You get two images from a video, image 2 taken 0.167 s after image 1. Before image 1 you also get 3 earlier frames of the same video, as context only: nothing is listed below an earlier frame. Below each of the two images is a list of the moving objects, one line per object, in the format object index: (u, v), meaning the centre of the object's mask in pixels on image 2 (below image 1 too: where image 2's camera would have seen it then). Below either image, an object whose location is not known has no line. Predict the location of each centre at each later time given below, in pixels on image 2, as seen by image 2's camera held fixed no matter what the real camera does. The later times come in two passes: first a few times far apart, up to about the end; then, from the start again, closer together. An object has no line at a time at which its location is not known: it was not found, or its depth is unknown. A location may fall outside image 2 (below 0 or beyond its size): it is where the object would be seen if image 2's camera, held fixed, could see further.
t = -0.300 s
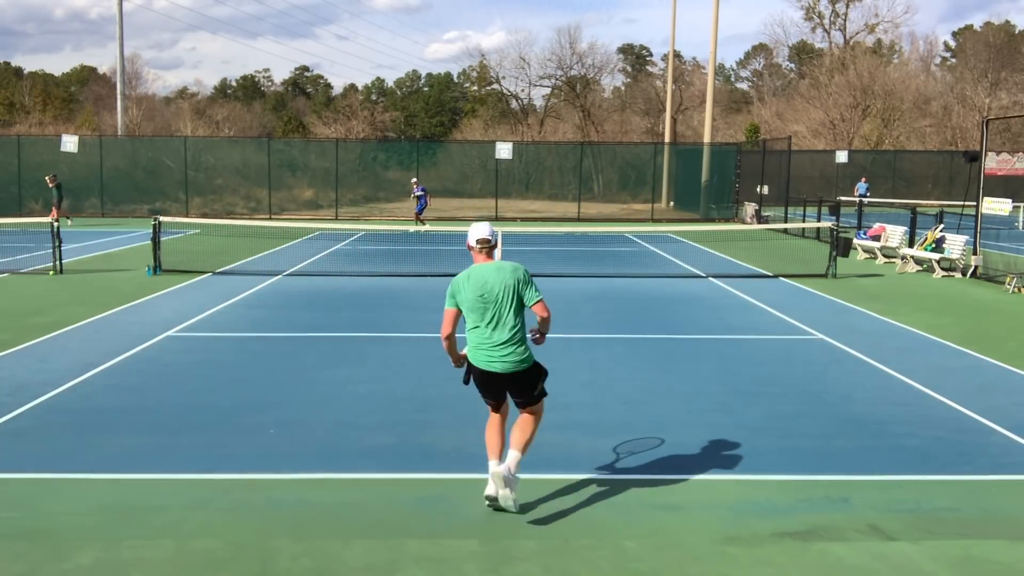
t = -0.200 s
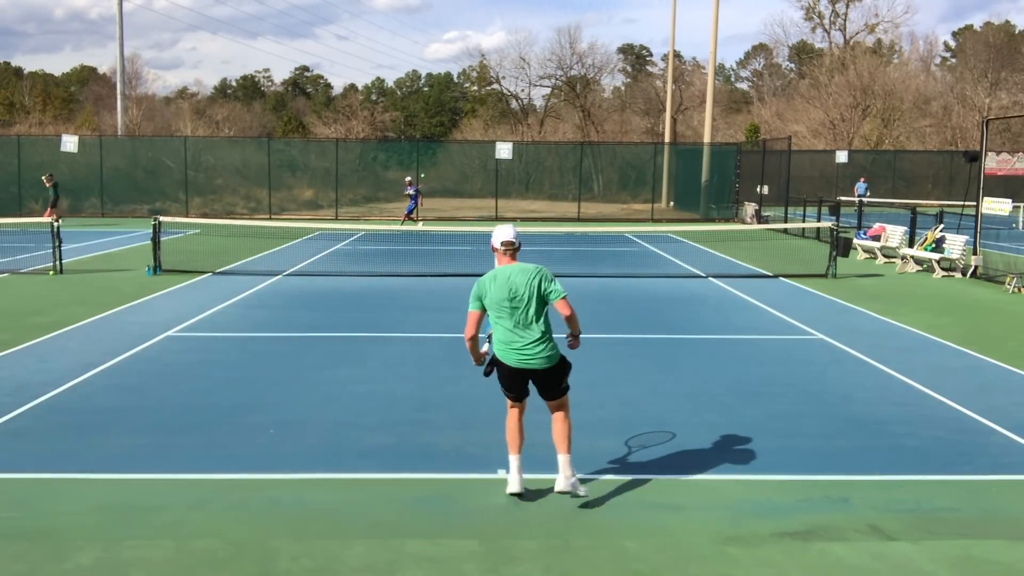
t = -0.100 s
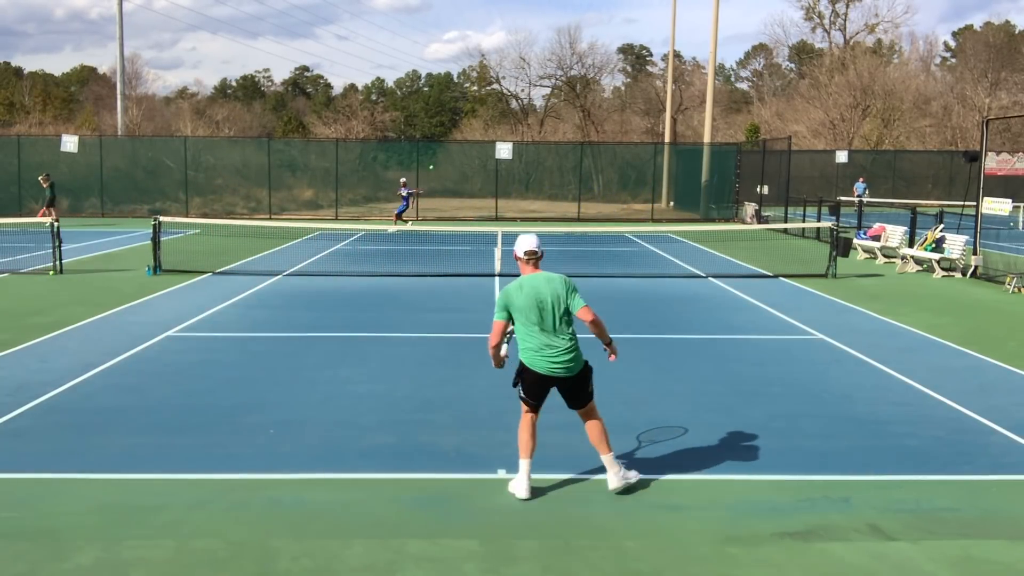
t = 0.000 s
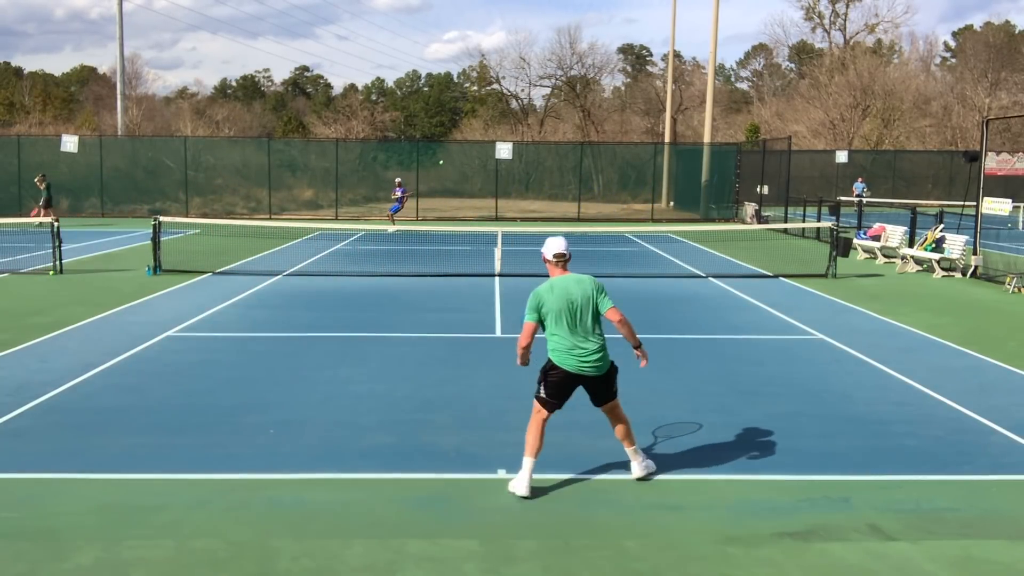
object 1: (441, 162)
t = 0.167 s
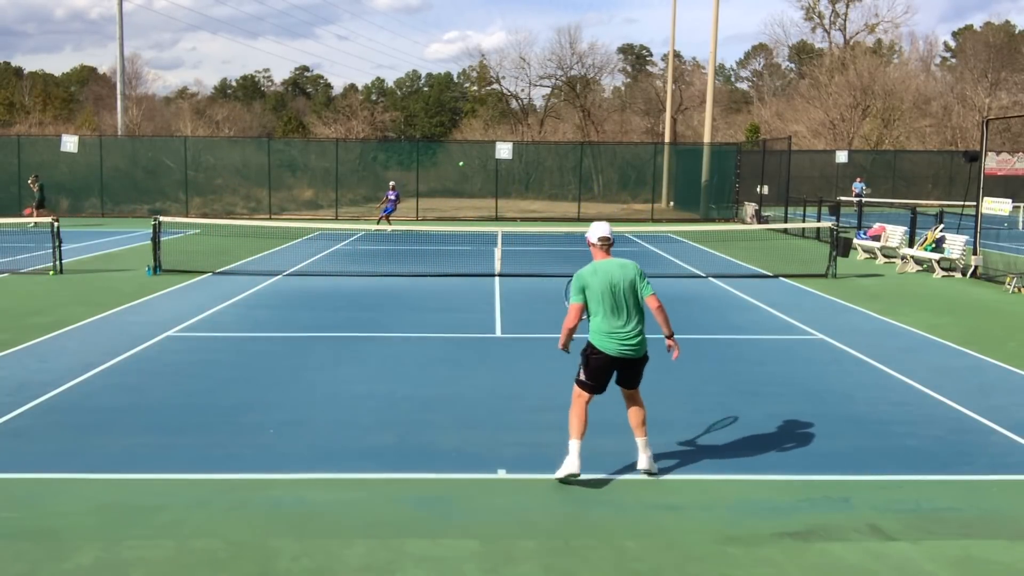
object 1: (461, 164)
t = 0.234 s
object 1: (470, 168)
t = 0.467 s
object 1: (510, 210)
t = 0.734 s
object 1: (576, 330)
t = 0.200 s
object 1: (465, 165)
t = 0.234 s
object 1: (470, 168)
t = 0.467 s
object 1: (510, 210)
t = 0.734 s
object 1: (576, 330)
